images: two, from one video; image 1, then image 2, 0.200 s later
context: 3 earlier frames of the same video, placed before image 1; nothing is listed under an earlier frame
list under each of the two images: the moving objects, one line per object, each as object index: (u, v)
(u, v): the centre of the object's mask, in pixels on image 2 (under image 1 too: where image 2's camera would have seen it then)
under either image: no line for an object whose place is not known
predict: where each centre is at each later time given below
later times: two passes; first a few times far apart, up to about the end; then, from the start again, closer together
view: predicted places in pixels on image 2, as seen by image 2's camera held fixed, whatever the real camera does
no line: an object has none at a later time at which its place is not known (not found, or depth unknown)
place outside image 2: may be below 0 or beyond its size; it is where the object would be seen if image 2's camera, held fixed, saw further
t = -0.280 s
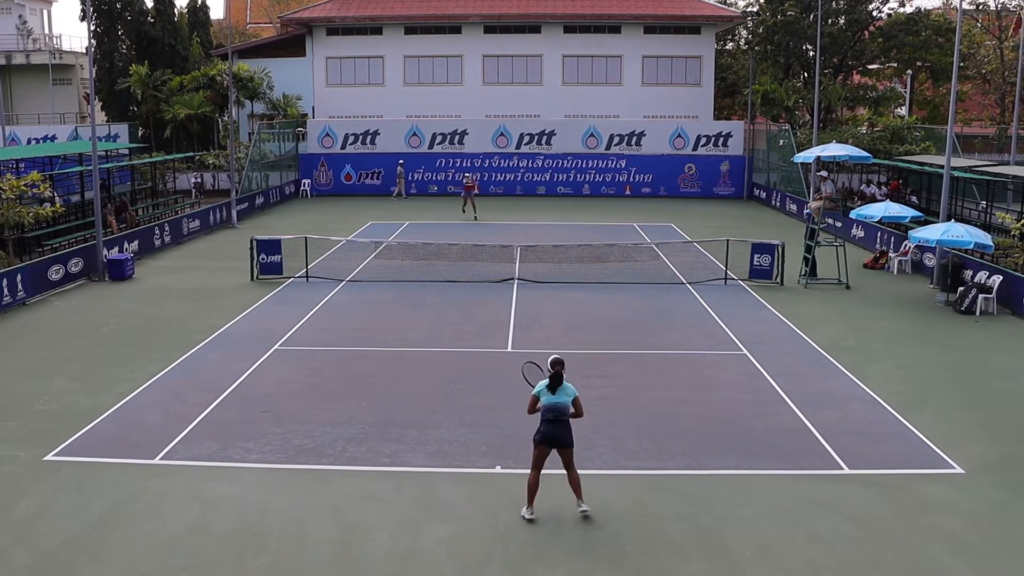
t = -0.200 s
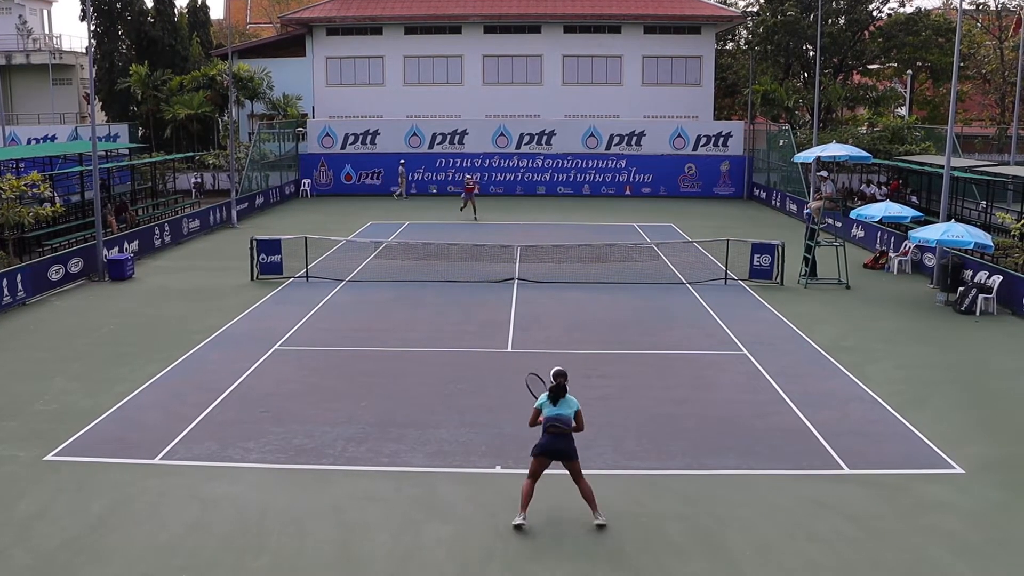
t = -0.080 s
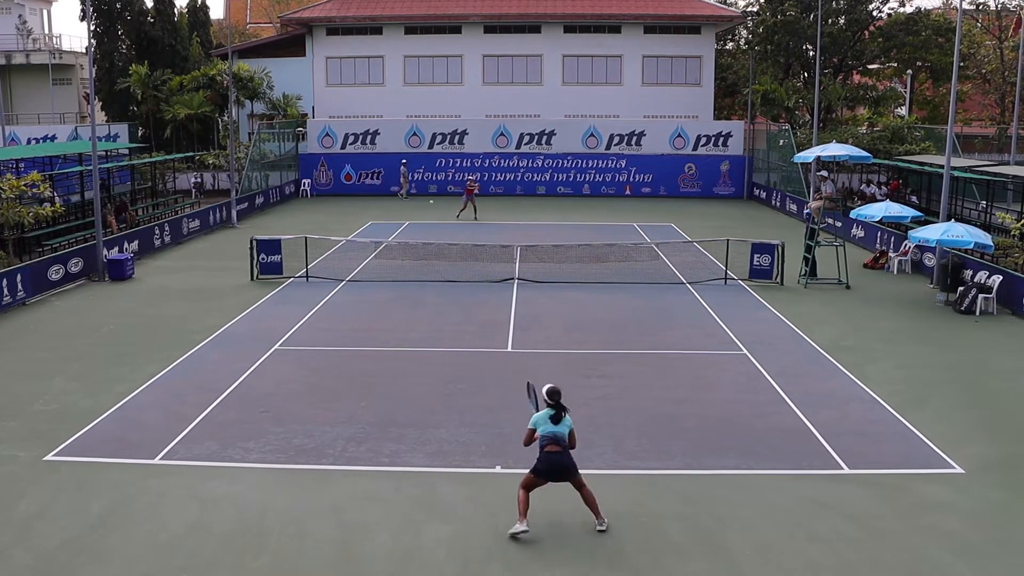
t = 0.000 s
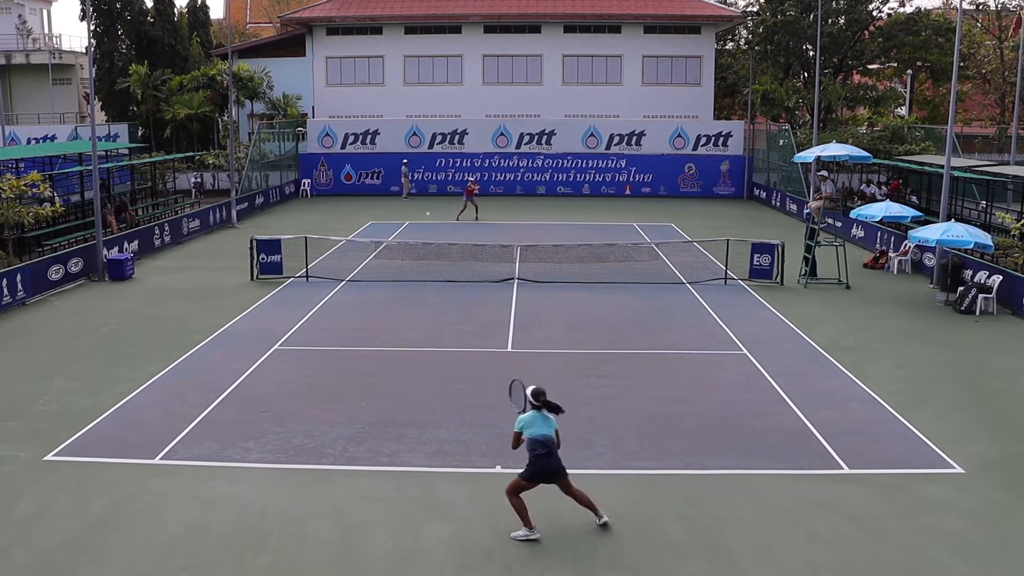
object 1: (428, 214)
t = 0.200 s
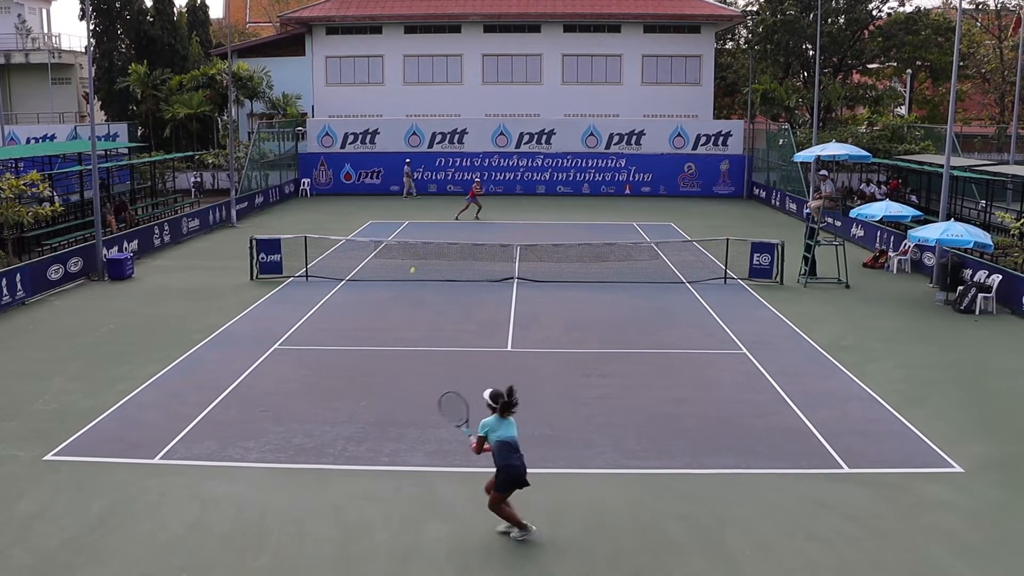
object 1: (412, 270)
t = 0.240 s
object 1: (408, 287)
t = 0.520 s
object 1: (368, 416)
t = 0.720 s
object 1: (335, 450)
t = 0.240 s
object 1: (408, 287)
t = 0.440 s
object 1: (378, 417)
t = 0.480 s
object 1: (373, 416)
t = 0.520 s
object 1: (368, 416)
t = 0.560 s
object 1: (362, 419)
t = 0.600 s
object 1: (356, 423)
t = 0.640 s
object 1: (350, 430)
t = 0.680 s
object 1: (342, 439)
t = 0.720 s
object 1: (335, 450)
